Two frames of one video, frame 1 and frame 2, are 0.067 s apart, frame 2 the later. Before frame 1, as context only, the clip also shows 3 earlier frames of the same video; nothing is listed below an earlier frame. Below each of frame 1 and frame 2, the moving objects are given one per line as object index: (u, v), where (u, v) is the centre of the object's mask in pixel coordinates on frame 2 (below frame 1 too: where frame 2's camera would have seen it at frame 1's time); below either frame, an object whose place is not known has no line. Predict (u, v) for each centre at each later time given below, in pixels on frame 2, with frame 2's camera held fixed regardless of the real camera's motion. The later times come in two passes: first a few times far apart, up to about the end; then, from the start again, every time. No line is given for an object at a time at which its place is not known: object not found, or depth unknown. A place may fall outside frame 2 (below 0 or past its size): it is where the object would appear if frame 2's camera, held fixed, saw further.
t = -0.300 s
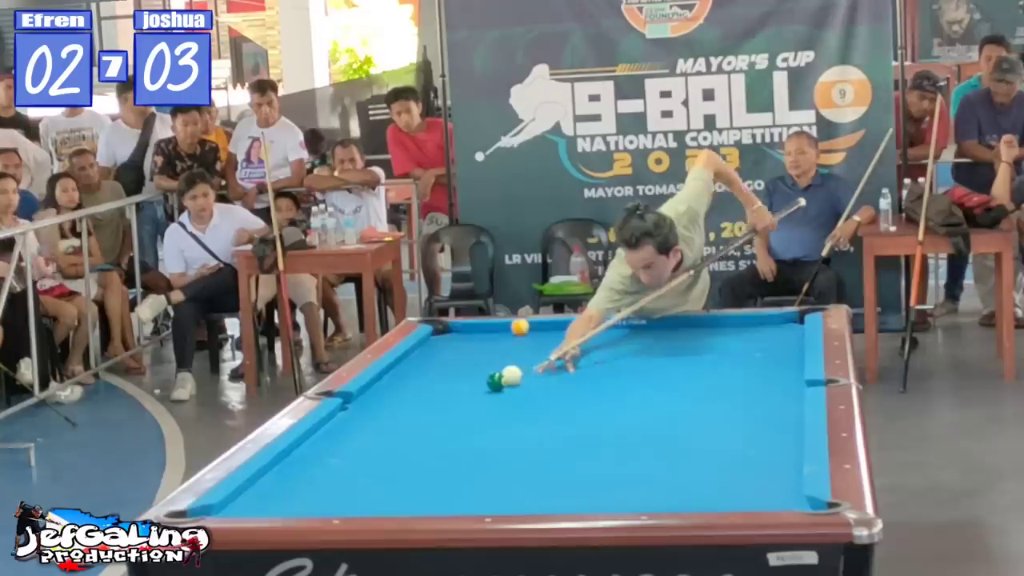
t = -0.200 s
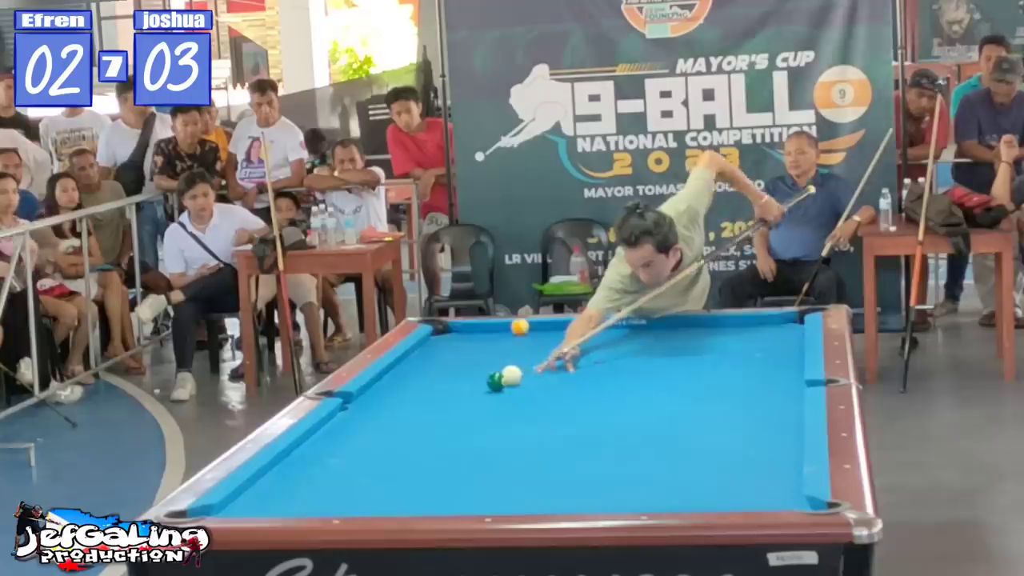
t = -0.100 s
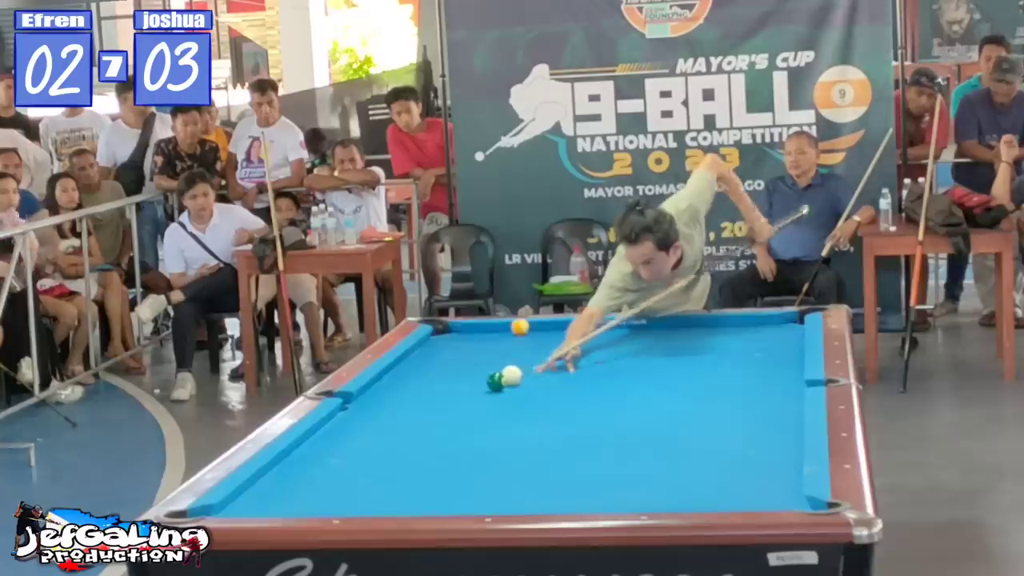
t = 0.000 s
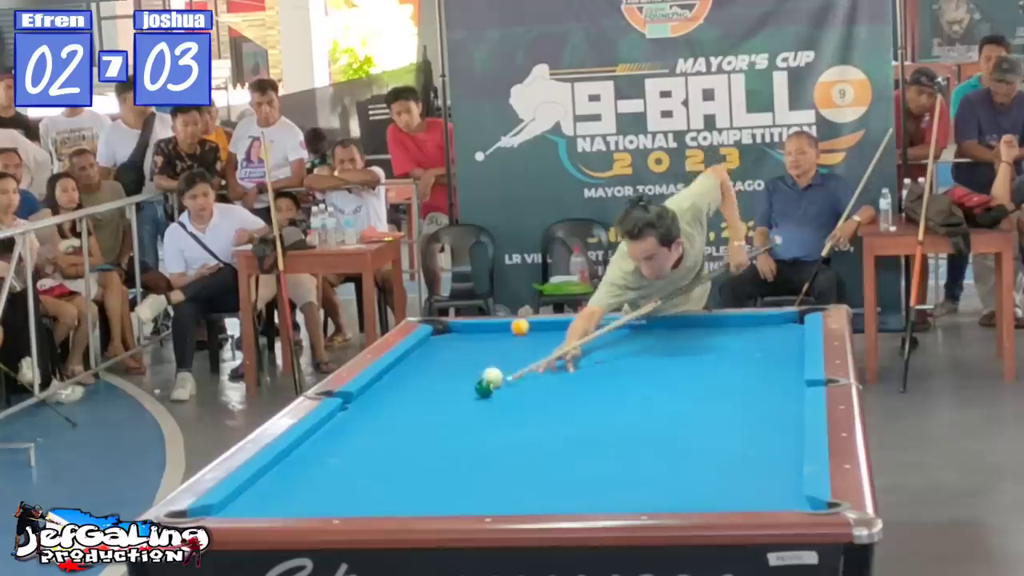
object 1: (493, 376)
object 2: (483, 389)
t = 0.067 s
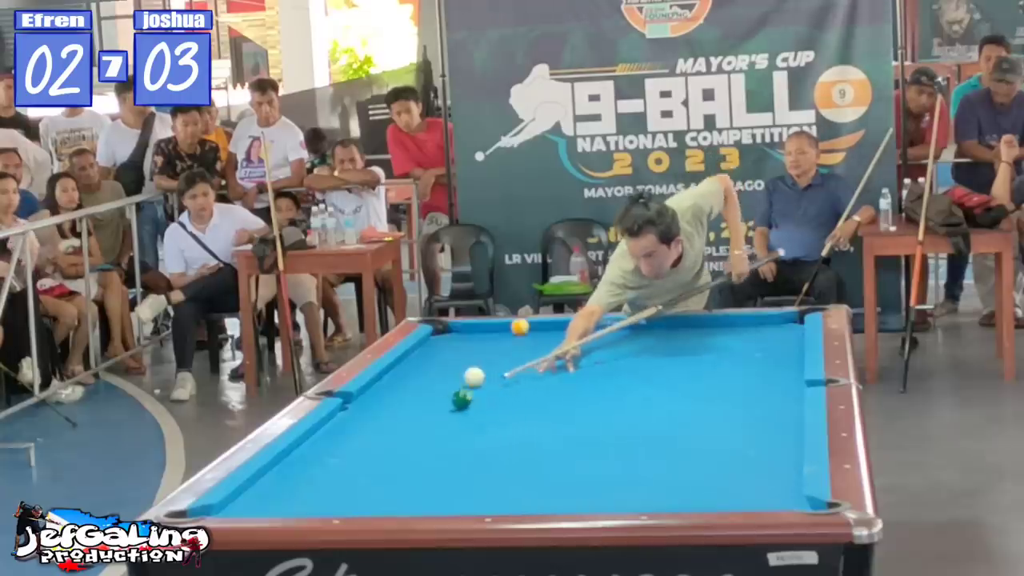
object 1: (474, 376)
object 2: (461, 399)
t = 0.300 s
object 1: (433, 373)
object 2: (382, 440)
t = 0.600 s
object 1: (404, 367)
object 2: (268, 498)
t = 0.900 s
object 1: (417, 361)
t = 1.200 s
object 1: (440, 355)
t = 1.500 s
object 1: (461, 350)
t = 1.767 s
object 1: (478, 346)
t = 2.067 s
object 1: (495, 342)
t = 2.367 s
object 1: (510, 338)
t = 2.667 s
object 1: (524, 335)
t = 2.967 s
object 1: (535, 331)
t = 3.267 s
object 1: (545, 329)
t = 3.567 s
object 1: (554, 326)
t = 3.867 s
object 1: (561, 324)
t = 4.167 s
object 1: (565, 323)
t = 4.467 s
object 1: (566, 324)
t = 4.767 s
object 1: (566, 324)
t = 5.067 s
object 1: (566, 324)
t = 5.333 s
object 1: (566, 324)
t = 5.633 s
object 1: (566, 324)
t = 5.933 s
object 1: (566, 324)
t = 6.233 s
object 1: (566, 324)
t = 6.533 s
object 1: (566, 324)
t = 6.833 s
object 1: (566, 324)
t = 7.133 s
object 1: (565, 324)
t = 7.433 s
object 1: (566, 324)
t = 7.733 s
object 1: (566, 324)
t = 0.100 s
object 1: (466, 377)
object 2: (450, 406)
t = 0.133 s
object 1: (458, 376)
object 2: (439, 411)
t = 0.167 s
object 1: (452, 376)
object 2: (427, 418)
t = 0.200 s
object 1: (446, 375)
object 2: (416, 423)
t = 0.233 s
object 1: (441, 375)
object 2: (405, 429)
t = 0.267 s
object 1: (437, 374)
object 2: (394, 434)
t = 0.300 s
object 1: (433, 373)
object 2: (382, 440)
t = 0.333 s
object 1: (430, 372)
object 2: (371, 446)
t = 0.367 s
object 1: (426, 372)
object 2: (359, 452)
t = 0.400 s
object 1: (423, 371)
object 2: (348, 458)
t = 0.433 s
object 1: (420, 370)
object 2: (335, 464)
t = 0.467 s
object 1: (416, 369)
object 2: (322, 471)
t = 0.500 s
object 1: (413, 369)
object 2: (309, 477)
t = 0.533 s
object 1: (410, 368)
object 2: (296, 484)
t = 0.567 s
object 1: (407, 367)
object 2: (283, 491)
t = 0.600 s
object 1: (404, 367)
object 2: (268, 498)
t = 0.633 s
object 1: (401, 366)
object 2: (254, 502)
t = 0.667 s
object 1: (397, 365)
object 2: (241, 506)
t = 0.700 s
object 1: (400, 365)
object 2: (220, 509)
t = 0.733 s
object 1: (403, 364)
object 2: (201, 511)
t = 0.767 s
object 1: (406, 363)
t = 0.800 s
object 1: (409, 362)
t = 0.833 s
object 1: (412, 362)
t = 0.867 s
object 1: (414, 361)
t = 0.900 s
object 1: (417, 361)
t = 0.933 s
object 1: (419, 360)
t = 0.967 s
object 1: (422, 359)
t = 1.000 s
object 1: (425, 359)
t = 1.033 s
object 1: (427, 358)
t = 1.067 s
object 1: (430, 357)
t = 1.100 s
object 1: (432, 357)
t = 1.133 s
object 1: (435, 356)
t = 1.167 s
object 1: (437, 355)
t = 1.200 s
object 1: (440, 355)
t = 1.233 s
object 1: (442, 354)
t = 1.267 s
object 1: (445, 354)
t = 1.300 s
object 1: (447, 353)
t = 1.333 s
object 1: (449, 353)
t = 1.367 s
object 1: (451, 352)
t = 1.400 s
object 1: (454, 352)
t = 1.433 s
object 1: (456, 351)
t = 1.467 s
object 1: (459, 350)
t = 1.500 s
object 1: (461, 350)
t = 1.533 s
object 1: (463, 349)
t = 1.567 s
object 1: (465, 349)
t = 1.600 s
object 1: (467, 348)
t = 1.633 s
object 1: (469, 348)
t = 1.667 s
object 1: (471, 347)
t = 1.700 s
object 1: (473, 347)
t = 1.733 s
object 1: (475, 346)
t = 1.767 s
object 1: (478, 346)
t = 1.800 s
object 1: (480, 345)
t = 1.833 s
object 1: (481, 345)
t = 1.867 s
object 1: (484, 344)
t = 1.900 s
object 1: (486, 344)
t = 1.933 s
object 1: (487, 343)
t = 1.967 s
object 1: (489, 343)
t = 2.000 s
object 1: (491, 342)
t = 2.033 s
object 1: (493, 342)
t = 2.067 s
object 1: (495, 342)
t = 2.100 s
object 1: (497, 341)
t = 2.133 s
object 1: (498, 341)
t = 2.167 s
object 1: (500, 340)
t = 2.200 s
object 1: (502, 340)
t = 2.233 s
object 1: (504, 339)
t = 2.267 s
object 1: (505, 339)
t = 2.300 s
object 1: (507, 339)
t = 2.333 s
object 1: (508, 338)
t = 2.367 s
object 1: (510, 338)
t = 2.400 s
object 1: (512, 338)
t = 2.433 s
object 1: (513, 337)
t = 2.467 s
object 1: (515, 337)
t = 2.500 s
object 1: (516, 336)
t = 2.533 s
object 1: (518, 336)
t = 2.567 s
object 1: (519, 336)
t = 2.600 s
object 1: (521, 335)
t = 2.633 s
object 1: (522, 335)
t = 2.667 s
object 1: (524, 335)
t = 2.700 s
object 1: (525, 334)
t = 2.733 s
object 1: (527, 334)
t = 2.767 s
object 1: (528, 334)
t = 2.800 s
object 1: (529, 333)
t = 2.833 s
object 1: (531, 333)
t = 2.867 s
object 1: (532, 332)
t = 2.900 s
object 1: (533, 332)
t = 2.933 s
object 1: (534, 332)
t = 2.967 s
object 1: (535, 331)
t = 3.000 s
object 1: (537, 331)
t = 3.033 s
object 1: (538, 330)
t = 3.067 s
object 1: (539, 330)
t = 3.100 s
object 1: (540, 330)
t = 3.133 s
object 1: (541, 330)
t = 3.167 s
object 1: (542, 330)
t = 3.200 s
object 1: (543, 329)
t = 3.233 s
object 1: (544, 329)
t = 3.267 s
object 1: (545, 329)
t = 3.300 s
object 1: (546, 328)
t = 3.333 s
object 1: (547, 328)
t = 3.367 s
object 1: (548, 328)
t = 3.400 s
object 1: (549, 328)
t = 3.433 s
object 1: (551, 327)
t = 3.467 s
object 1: (551, 327)
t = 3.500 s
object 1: (552, 327)
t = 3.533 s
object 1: (553, 326)
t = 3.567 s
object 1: (554, 326)
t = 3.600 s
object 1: (555, 326)
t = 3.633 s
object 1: (556, 326)
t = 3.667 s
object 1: (556, 325)
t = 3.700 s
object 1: (557, 325)
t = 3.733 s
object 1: (558, 325)
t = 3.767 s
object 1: (559, 325)
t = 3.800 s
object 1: (560, 324)
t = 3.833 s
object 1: (561, 324)
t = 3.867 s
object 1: (561, 324)
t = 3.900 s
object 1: (562, 324)
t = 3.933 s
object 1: (563, 323)
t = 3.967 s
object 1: (564, 323)
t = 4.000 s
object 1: (564, 323)
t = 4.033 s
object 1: (564, 323)
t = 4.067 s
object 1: (564, 323)
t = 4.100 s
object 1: (564, 323)
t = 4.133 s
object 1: (564, 323)
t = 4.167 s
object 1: (565, 323)
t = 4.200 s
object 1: (565, 323)
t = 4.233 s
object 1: (565, 323)
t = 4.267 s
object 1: (565, 324)
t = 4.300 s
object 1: (565, 324)
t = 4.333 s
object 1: (566, 324)
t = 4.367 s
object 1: (566, 324)
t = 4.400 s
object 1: (566, 324)
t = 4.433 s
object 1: (566, 324)
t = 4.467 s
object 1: (566, 324)
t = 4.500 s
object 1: (566, 324)
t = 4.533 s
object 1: (566, 324)
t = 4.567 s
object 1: (566, 324)
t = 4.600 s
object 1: (566, 324)
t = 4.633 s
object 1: (566, 324)
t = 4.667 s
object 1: (566, 324)
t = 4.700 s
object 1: (566, 324)
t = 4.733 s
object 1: (566, 324)
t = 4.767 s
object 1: (566, 324)
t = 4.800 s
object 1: (566, 324)
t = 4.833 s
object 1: (566, 324)
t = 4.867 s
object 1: (566, 324)
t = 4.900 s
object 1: (566, 324)
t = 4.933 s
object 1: (566, 324)
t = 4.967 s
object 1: (566, 324)
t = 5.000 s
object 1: (566, 324)
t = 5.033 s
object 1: (566, 324)
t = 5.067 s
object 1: (566, 324)
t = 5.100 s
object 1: (566, 324)
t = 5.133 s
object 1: (566, 324)
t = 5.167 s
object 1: (566, 324)
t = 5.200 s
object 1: (566, 324)
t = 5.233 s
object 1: (566, 324)
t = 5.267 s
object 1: (566, 324)
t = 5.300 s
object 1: (566, 324)
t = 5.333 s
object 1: (566, 324)
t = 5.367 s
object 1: (566, 324)
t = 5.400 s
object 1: (566, 324)
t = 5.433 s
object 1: (566, 324)
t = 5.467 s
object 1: (566, 324)
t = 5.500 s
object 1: (566, 324)
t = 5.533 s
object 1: (566, 324)
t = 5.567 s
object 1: (566, 324)
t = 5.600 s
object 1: (566, 325)
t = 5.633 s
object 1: (566, 324)
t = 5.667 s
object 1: (566, 324)
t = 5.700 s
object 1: (566, 324)
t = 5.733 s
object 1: (566, 324)
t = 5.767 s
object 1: (566, 324)
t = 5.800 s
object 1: (566, 324)
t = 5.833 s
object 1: (566, 324)
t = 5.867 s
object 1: (566, 324)
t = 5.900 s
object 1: (566, 324)
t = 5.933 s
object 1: (566, 324)
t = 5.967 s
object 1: (566, 324)
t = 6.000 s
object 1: (566, 324)
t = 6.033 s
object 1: (566, 324)
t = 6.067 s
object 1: (566, 324)
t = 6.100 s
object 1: (566, 324)
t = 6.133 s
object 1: (566, 324)
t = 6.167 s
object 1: (566, 324)
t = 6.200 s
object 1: (566, 324)
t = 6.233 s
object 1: (566, 324)
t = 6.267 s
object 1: (566, 324)
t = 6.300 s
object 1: (566, 324)
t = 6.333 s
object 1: (566, 324)
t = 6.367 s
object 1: (566, 325)
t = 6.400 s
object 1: (566, 324)
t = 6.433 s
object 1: (566, 324)
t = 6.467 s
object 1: (566, 324)
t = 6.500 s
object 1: (566, 324)
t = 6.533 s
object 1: (566, 324)
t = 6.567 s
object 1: (566, 324)
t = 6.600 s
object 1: (566, 324)
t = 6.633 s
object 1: (566, 324)
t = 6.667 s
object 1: (566, 325)
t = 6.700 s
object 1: (566, 324)
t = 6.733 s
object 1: (566, 324)
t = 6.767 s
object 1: (566, 324)
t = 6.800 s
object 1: (566, 324)
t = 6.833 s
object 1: (566, 324)
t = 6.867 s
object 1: (566, 324)
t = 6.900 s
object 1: (566, 324)
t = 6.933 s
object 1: (566, 324)
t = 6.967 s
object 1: (566, 324)
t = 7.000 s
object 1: (566, 324)
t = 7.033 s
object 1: (566, 324)
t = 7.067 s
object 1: (566, 324)
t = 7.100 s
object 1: (565, 324)
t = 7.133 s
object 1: (565, 324)
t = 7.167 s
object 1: (566, 324)
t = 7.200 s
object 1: (566, 324)
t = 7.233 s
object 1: (566, 324)
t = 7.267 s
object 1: (566, 324)
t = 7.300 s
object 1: (566, 324)
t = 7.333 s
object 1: (566, 324)
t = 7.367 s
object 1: (566, 324)
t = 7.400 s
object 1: (566, 324)
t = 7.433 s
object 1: (566, 324)
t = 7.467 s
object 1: (566, 324)
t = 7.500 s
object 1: (566, 324)
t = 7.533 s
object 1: (566, 324)
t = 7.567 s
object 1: (566, 324)
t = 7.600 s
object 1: (566, 324)
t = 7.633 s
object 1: (566, 324)
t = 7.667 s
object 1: (566, 324)
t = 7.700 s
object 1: (566, 324)
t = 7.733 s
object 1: (566, 324)
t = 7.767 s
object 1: (566, 324)
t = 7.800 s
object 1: (566, 324)
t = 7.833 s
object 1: (566, 324)
